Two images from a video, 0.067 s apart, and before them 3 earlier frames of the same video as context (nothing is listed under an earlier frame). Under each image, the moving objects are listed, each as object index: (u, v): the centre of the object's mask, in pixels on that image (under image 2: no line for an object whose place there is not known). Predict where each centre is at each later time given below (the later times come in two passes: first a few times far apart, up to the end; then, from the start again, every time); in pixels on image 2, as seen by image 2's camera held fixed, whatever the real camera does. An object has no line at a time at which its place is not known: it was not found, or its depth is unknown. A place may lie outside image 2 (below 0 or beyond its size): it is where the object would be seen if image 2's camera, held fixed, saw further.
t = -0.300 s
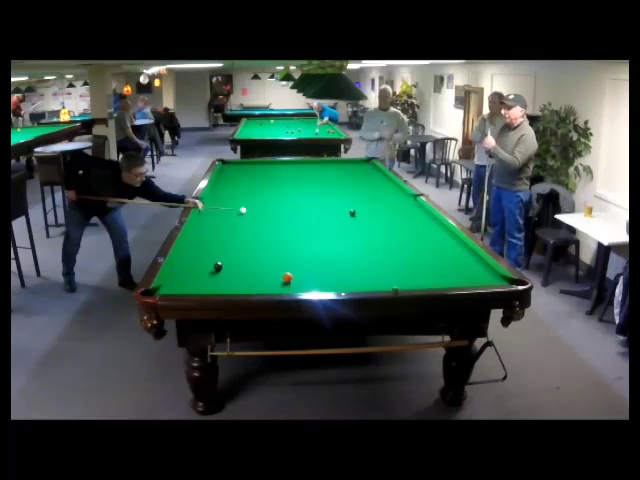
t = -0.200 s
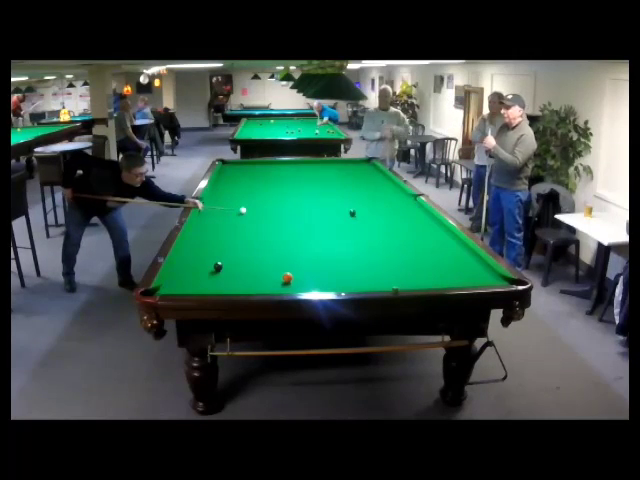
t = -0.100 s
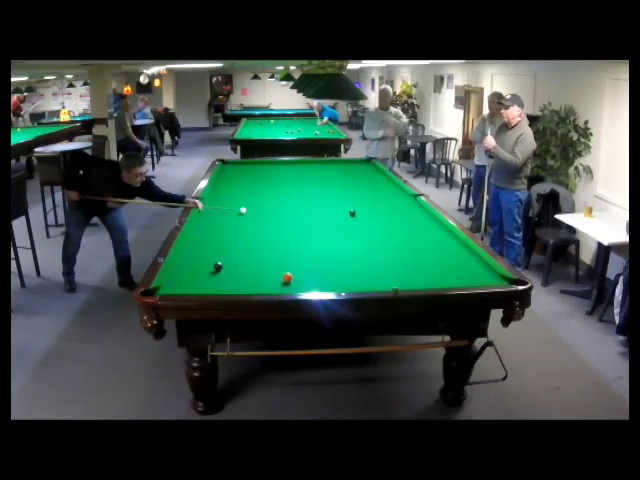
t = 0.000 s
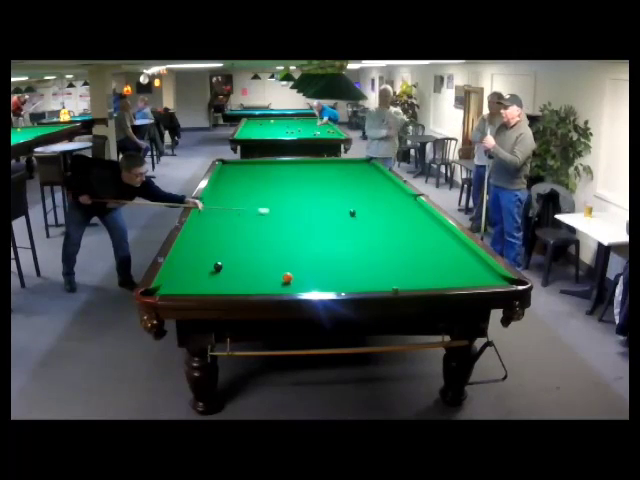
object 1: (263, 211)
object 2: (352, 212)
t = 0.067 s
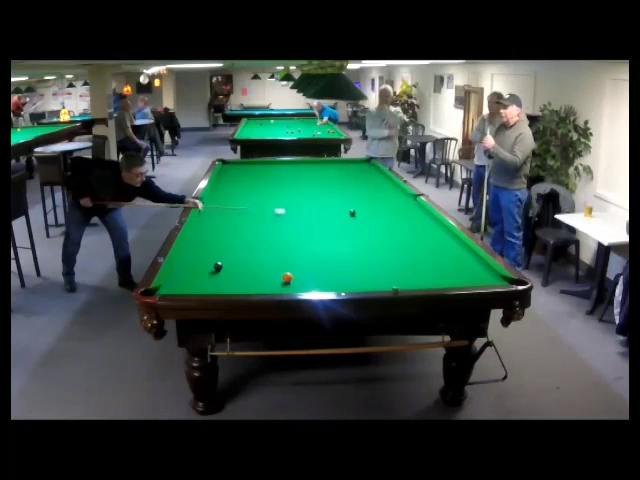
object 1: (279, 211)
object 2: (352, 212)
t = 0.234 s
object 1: (319, 212)
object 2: (352, 212)
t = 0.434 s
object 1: (357, 216)
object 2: (362, 211)
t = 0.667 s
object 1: (393, 223)
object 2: (381, 207)
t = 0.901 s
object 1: (432, 230)
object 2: (399, 203)
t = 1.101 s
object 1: (444, 236)
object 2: (412, 199)
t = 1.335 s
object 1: (430, 244)
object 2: (406, 197)
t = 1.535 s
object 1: (417, 251)
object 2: (401, 195)
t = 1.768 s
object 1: (400, 260)
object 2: (395, 192)
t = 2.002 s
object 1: (382, 269)
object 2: (389, 189)
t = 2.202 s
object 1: (366, 278)
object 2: (385, 187)
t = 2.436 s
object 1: (345, 285)
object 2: (381, 185)
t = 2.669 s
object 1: (323, 281)
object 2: (376, 184)
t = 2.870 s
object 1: (306, 277)
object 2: (373, 183)
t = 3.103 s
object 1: (288, 269)
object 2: (370, 181)
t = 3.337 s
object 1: (271, 267)
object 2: (367, 179)
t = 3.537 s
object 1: (258, 264)
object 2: (365, 179)
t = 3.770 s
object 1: (243, 260)
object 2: (363, 178)
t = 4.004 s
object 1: (230, 256)
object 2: (360, 177)
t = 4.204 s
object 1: (221, 253)
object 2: (359, 176)
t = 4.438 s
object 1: (210, 251)
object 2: (358, 176)
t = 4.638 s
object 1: (202, 248)
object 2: (357, 175)
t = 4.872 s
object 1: (193, 246)
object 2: (355, 175)
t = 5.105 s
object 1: (187, 244)
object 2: (354, 174)
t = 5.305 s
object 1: (191, 243)
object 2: (353, 174)
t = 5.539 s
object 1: (196, 242)
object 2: (353, 174)
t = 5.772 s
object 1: (201, 241)
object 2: (352, 174)
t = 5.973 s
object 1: (204, 240)
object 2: (352, 174)
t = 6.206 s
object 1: (208, 240)
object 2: (352, 174)
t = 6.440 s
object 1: (211, 239)
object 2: (352, 174)
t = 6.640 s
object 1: (212, 239)
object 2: (352, 174)
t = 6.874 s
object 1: (213, 239)
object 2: (352, 174)
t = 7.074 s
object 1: (214, 239)
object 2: (353, 174)
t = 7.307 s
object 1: (214, 239)
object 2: (352, 174)
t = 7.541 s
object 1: (214, 239)
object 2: (352, 174)
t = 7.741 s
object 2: (352, 174)
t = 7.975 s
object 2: (352, 174)
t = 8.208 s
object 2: (352, 174)
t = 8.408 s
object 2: (352, 174)
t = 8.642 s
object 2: (352, 174)
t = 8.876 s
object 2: (352, 174)
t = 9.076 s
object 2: (352, 174)
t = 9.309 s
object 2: (352, 174)
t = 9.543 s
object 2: (352, 174)
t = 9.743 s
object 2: (352, 174)
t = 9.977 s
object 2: (352, 174)
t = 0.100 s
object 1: (287, 211)
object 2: (352, 212)
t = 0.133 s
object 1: (295, 211)
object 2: (352, 212)
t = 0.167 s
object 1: (303, 212)
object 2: (352, 212)
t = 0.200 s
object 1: (311, 212)
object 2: (352, 212)
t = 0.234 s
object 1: (319, 212)
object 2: (352, 212)
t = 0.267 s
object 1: (327, 212)
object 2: (352, 212)
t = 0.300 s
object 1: (334, 213)
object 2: (352, 212)
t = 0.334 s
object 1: (342, 213)
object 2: (352, 212)
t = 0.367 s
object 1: (349, 214)
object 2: (355, 211)
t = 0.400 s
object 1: (353, 215)
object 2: (359, 211)
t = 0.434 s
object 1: (357, 216)
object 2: (362, 211)
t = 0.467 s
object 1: (362, 217)
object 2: (365, 210)
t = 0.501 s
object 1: (368, 218)
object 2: (368, 210)
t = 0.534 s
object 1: (373, 219)
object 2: (371, 209)
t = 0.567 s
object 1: (378, 220)
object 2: (374, 209)
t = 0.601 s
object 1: (383, 221)
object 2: (376, 208)
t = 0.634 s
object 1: (388, 222)
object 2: (378, 207)
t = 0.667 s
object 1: (393, 223)
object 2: (381, 207)
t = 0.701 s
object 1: (399, 224)
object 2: (384, 206)
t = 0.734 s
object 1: (404, 225)
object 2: (386, 205)
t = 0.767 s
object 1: (410, 226)
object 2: (389, 205)
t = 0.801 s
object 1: (415, 227)
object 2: (391, 204)
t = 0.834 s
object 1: (421, 228)
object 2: (393, 204)
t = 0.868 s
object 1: (426, 229)
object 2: (396, 204)
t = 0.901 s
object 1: (432, 230)
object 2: (399, 203)
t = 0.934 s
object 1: (437, 231)
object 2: (401, 202)
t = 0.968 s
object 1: (443, 232)
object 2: (403, 202)
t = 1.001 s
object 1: (448, 233)
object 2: (405, 202)
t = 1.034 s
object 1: (449, 234)
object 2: (408, 201)
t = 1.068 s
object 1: (446, 235)
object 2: (410, 201)
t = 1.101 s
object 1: (444, 236)
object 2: (412, 199)
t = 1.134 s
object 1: (442, 237)
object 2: (413, 199)
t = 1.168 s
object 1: (440, 238)
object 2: (412, 198)
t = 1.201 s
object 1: (438, 239)
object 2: (411, 198)
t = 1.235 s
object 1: (436, 241)
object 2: (410, 198)
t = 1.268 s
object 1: (434, 242)
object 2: (410, 198)
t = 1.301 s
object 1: (432, 243)
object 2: (408, 198)
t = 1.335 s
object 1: (430, 244)
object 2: (406, 197)
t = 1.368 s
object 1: (428, 245)
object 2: (405, 196)
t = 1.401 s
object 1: (426, 246)
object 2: (404, 196)
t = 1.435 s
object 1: (423, 248)
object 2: (403, 196)
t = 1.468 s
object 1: (421, 249)
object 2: (403, 196)
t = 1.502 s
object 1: (419, 250)
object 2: (402, 195)
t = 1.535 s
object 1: (417, 251)
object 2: (401, 195)
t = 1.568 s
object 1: (415, 252)
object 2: (400, 195)
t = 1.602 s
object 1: (412, 253)
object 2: (399, 194)
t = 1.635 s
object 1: (410, 255)
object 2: (398, 194)
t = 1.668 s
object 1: (408, 256)
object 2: (397, 193)
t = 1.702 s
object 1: (405, 257)
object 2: (396, 193)
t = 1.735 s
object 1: (403, 259)
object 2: (395, 192)
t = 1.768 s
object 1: (400, 260)
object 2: (395, 192)
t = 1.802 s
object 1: (398, 261)
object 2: (394, 192)
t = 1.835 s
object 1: (395, 262)
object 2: (393, 191)
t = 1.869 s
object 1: (393, 264)
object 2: (392, 191)
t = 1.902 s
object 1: (390, 265)
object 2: (391, 190)
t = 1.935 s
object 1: (387, 267)
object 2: (391, 190)
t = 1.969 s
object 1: (385, 268)
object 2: (390, 190)
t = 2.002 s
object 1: (382, 269)
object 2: (389, 189)
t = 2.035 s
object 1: (380, 271)
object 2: (388, 189)
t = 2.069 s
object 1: (377, 272)
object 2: (388, 189)
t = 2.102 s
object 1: (374, 274)
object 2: (387, 188)
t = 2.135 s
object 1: (371, 275)
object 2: (387, 188)
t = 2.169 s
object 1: (368, 276)
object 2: (386, 188)
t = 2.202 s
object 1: (366, 278)
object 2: (385, 187)
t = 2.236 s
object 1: (363, 279)
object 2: (384, 187)
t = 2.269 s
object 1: (360, 280)
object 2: (383, 187)
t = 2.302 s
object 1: (357, 281)
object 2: (383, 187)
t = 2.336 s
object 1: (354, 282)
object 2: (382, 186)
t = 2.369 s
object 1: (351, 283)
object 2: (382, 186)
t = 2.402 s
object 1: (348, 284)
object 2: (381, 186)
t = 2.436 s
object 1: (345, 285)
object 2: (381, 185)
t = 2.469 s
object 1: (341, 284)
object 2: (380, 185)
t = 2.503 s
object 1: (338, 284)
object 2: (380, 185)
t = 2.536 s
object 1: (336, 283)
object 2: (379, 185)
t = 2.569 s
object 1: (332, 283)
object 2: (379, 185)
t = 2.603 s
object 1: (329, 282)
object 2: (378, 185)
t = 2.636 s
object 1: (326, 281)
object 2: (377, 184)
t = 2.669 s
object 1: (323, 281)
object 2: (376, 184)
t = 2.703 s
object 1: (320, 281)
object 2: (375, 183)
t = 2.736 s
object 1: (317, 280)
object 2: (375, 183)
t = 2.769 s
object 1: (314, 279)
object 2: (374, 183)
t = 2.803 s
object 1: (311, 278)
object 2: (374, 183)
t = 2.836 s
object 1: (309, 278)
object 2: (374, 183)
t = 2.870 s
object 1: (306, 277)
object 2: (373, 183)
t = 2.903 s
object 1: (303, 277)
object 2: (373, 183)
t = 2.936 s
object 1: (301, 276)
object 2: (373, 182)
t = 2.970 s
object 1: (298, 275)
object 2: (372, 182)
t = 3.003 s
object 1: (296, 274)
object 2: (372, 182)
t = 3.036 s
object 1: (293, 273)
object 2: (371, 181)
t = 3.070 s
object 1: (291, 271)
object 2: (371, 181)
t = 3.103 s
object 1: (288, 269)
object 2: (370, 181)
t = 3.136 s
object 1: (285, 269)
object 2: (370, 181)
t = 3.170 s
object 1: (282, 270)
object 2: (369, 180)
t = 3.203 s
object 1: (280, 269)
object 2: (369, 181)
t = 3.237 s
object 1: (278, 269)
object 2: (368, 180)
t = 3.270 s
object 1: (276, 268)
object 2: (368, 180)
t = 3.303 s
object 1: (273, 268)
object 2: (367, 180)
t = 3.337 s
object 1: (271, 267)
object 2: (367, 179)
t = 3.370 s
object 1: (269, 267)
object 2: (366, 179)
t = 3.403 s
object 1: (266, 266)
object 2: (366, 179)
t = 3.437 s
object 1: (264, 265)
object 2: (366, 179)
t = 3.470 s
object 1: (262, 265)
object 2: (366, 179)
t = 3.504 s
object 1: (260, 264)
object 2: (366, 179)
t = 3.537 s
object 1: (258, 264)
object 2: (365, 179)
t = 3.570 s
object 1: (255, 263)
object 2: (365, 179)
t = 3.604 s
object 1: (253, 262)
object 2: (365, 179)
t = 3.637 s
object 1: (251, 262)
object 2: (364, 179)
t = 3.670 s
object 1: (249, 261)
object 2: (364, 178)
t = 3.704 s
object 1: (247, 261)
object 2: (364, 178)
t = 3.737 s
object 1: (245, 260)
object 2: (364, 178)
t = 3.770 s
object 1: (243, 260)
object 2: (363, 178)
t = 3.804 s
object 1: (241, 259)
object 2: (363, 178)
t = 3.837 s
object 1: (240, 259)
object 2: (362, 178)
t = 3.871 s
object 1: (237, 258)
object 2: (362, 177)
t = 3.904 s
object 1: (236, 258)
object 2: (361, 177)
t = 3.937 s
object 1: (234, 257)
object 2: (361, 177)
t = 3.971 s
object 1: (232, 257)
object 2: (361, 177)
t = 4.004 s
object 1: (230, 256)
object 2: (360, 177)
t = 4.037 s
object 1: (229, 256)
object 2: (360, 177)
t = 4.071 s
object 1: (227, 255)
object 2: (360, 177)
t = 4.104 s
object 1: (226, 255)
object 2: (359, 176)
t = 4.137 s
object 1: (224, 254)
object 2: (359, 176)
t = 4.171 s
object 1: (222, 254)
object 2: (359, 176)
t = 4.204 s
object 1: (221, 253)
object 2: (359, 176)
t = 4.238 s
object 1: (219, 253)
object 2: (359, 176)
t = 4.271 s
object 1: (218, 253)
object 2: (359, 176)
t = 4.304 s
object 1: (216, 252)
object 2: (358, 176)
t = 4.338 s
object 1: (215, 252)
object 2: (358, 176)
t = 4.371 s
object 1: (213, 251)
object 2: (358, 176)
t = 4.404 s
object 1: (212, 251)
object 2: (358, 176)
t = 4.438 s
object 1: (210, 251)
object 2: (358, 176)
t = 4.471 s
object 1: (209, 250)
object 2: (358, 176)
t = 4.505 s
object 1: (207, 250)
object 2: (357, 176)
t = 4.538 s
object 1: (206, 250)
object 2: (357, 176)
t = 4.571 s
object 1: (205, 249)
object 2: (357, 176)
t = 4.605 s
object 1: (203, 249)
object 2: (357, 175)
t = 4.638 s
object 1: (202, 248)
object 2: (357, 175)
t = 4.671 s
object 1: (201, 248)
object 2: (357, 175)
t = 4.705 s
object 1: (200, 248)
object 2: (357, 175)
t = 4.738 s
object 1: (198, 247)
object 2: (356, 175)
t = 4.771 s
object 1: (197, 247)
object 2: (356, 175)
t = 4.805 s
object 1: (196, 247)
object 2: (356, 175)
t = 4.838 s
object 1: (195, 247)
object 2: (356, 175)
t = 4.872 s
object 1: (193, 246)
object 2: (355, 175)
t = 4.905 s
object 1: (192, 246)
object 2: (355, 175)
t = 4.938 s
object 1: (191, 246)
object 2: (355, 175)
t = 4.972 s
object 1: (190, 245)
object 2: (355, 175)
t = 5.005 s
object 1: (189, 245)
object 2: (354, 175)
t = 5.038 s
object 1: (188, 245)
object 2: (354, 174)
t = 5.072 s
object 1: (187, 245)
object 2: (354, 175)
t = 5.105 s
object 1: (187, 244)
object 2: (354, 174)
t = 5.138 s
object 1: (187, 244)
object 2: (354, 174)
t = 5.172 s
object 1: (188, 244)
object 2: (354, 174)
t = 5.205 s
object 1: (189, 243)
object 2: (354, 174)
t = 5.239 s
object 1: (189, 243)
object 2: (353, 174)
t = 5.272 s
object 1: (190, 243)
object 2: (353, 174)
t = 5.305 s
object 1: (191, 243)
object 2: (353, 174)
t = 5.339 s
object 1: (192, 243)
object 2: (353, 174)
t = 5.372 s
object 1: (192, 243)
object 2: (353, 174)
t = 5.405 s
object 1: (193, 243)
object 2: (353, 174)
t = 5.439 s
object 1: (194, 242)
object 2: (353, 174)
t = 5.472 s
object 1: (195, 242)
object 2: (353, 174)
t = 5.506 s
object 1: (195, 242)
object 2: (353, 174)
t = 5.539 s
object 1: (196, 242)
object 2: (353, 174)
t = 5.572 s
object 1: (197, 242)
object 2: (352, 174)
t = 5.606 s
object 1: (197, 242)
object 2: (352, 174)
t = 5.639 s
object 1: (198, 242)
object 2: (353, 174)
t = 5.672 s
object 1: (199, 242)
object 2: (353, 174)
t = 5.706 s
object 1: (200, 241)
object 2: (352, 174)
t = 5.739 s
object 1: (200, 241)
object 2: (352, 174)
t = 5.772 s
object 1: (201, 241)
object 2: (352, 174)
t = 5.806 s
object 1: (202, 241)
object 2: (352, 174)
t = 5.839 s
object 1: (202, 241)
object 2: (352, 174)
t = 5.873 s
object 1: (203, 241)
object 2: (352, 174)
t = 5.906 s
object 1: (203, 240)
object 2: (352, 174)
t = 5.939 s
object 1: (204, 240)
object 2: (352, 174)
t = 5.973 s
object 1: (204, 240)
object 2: (352, 174)
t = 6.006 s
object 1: (205, 240)
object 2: (352, 174)
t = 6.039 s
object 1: (206, 240)
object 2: (352, 174)
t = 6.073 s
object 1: (206, 240)
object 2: (352, 174)
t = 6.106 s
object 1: (207, 240)
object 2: (352, 174)
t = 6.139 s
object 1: (207, 240)
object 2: (352, 174)
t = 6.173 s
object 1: (207, 240)
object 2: (352, 174)
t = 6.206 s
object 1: (208, 240)
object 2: (352, 174)
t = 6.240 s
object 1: (208, 240)
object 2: (352, 173)
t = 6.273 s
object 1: (209, 239)
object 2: (352, 174)
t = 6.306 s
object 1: (209, 240)
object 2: (352, 173)
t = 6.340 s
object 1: (210, 239)
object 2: (352, 173)
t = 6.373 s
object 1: (210, 239)
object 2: (352, 174)
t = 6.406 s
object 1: (210, 239)
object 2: (352, 174)
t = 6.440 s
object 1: (211, 239)
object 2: (352, 174)
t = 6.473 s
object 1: (211, 239)
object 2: (352, 174)
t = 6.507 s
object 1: (211, 239)
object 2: (352, 174)
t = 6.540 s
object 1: (211, 239)
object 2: (352, 174)
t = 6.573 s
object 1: (212, 239)
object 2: (352, 174)
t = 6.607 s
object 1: (212, 239)
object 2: (352, 174)
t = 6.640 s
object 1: (212, 239)
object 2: (352, 174)
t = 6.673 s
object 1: (212, 239)
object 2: (352, 174)
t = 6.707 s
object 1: (213, 239)
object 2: (352, 174)
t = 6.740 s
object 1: (213, 239)
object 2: (352, 174)
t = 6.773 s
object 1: (213, 239)
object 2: (352, 174)
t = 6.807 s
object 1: (213, 239)
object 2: (352, 174)
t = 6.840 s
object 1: (213, 239)
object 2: (352, 174)
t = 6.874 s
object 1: (213, 239)
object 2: (352, 174)
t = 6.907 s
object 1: (213, 239)
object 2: (352, 174)
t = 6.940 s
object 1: (214, 239)
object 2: (353, 174)
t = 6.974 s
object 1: (214, 239)
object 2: (353, 174)
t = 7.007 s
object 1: (214, 239)
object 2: (353, 174)
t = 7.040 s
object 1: (214, 239)
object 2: (353, 174)
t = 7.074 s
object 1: (214, 239)
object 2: (353, 174)
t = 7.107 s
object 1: (214, 239)
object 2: (353, 174)
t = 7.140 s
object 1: (214, 239)
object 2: (352, 174)
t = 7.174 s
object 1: (214, 239)
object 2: (352, 174)
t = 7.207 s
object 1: (214, 239)
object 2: (352, 174)
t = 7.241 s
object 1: (214, 239)
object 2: (352, 174)
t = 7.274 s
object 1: (214, 239)
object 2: (352, 174)
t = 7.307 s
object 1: (214, 239)
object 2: (352, 174)
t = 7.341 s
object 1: (214, 239)
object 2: (352, 174)
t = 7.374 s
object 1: (214, 239)
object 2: (352, 174)
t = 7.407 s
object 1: (214, 239)
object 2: (352, 174)
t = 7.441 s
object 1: (214, 239)
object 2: (352, 174)
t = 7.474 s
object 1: (214, 239)
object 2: (352, 174)
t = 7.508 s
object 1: (214, 239)
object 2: (352, 174)
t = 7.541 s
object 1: (214, 239)
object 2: (352, 174)
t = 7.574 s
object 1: (214, 239)
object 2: (352, 174)
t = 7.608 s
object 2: (352, 174)
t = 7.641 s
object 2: (352, 174)
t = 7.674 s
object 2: (352, 174)
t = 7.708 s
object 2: (352, 174)
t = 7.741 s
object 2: (352, 174)
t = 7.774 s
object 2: (352, 174)
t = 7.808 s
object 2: (352, 174)
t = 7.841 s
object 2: (352, 174)
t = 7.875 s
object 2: (352, 174)
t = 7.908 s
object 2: (352, 174)
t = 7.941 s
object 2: (352, 174)
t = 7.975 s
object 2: (352, 174)
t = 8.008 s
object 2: (352, 174)
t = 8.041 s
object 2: (352, 174)
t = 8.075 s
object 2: (352, 174)
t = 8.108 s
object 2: (352, 174)
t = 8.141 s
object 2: (352, 174)
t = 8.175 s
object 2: (352, 174)
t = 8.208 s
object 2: (352, 174)
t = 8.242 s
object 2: (352, 174)
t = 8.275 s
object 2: (352, 174)
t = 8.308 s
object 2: (352, 174)
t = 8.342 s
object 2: (352, 174)
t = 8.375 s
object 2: (352, 174)
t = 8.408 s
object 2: (352, 174)
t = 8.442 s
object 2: (352, 174)
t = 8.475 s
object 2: (352, 174)
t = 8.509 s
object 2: (352, 174)
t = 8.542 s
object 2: (352, 174)
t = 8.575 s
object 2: (352, 174)
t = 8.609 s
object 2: (352, 174)
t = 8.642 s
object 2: (352, 174)
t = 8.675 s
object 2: (352, 174)
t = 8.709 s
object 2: (352, 174)
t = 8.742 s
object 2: (352, 174)
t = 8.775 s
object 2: (352, 174)
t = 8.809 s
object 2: (352, 174)
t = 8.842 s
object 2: (352, 174)
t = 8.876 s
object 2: (352, 174)
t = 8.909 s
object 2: (352, 174)
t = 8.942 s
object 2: (352, 174)
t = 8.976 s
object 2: (352, 174)
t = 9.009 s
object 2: (352, 174)
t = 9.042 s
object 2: (352, 174)
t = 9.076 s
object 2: (352, 174)
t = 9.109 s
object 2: (352, 174)
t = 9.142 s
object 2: (352, 174)
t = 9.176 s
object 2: (352, 174)
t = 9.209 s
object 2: (352, 174)
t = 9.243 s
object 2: (352, 174)
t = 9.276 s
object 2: (352, 174)
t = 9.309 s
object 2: (352, 174)
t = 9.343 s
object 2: (352, 174)
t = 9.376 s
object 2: (352, 174)
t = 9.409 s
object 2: (352, 174)
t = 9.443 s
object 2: (352, 174)
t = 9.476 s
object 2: (352, 174)
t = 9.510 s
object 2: (352, 174)
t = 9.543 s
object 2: (352, 174)
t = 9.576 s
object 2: (352, 174)
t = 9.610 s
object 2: (352, 174)
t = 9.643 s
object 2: (352, 174)
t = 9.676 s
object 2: (352, 174)
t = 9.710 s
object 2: (352, 174)
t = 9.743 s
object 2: (352, 174)
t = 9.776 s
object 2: (352, 174)
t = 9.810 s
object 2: (352, 174)
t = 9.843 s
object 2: (352, 174)
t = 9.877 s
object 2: (352, 174)
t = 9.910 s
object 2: (352, 174)
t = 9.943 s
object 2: (352, 174)
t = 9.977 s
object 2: (352, 174)
